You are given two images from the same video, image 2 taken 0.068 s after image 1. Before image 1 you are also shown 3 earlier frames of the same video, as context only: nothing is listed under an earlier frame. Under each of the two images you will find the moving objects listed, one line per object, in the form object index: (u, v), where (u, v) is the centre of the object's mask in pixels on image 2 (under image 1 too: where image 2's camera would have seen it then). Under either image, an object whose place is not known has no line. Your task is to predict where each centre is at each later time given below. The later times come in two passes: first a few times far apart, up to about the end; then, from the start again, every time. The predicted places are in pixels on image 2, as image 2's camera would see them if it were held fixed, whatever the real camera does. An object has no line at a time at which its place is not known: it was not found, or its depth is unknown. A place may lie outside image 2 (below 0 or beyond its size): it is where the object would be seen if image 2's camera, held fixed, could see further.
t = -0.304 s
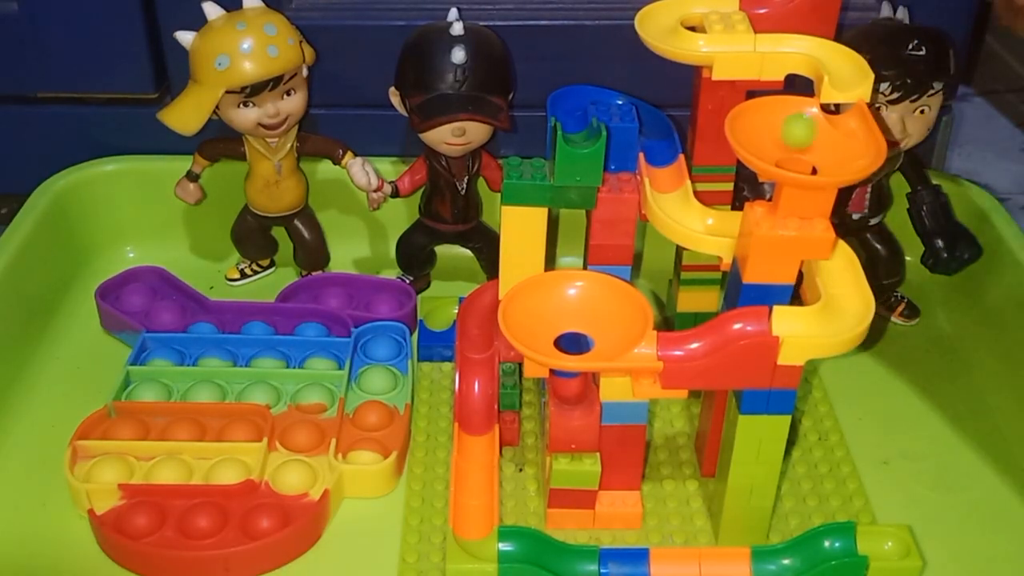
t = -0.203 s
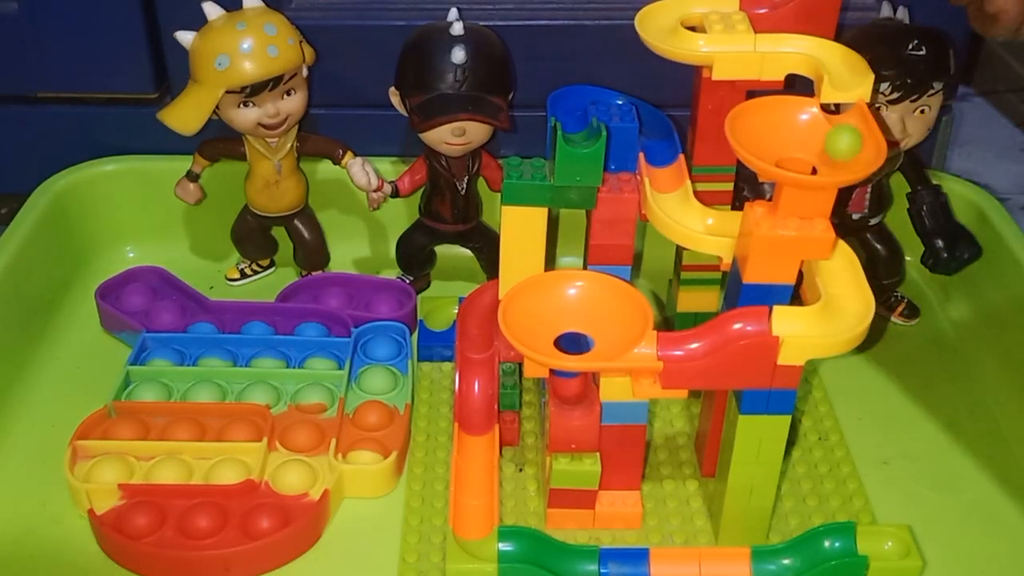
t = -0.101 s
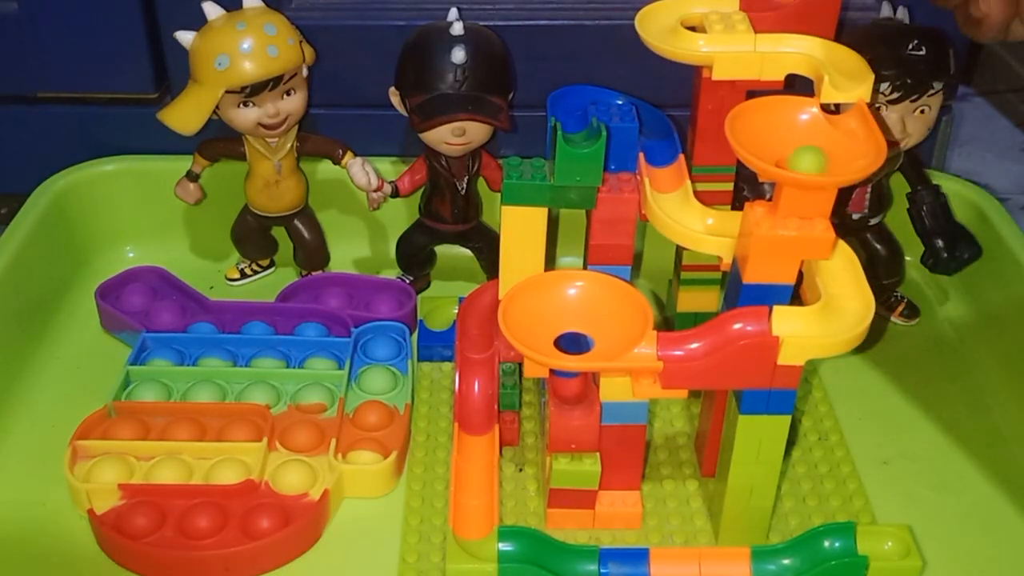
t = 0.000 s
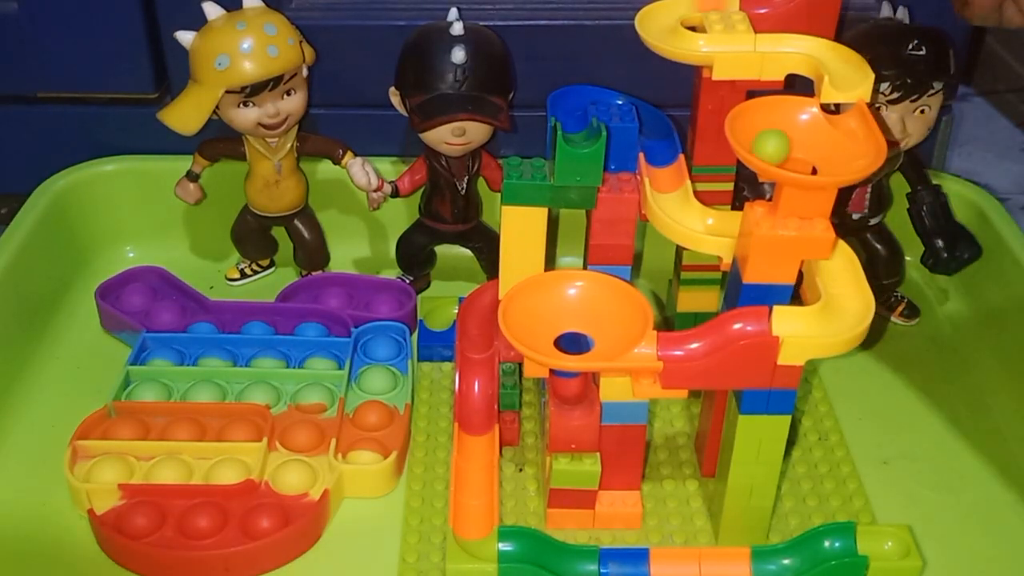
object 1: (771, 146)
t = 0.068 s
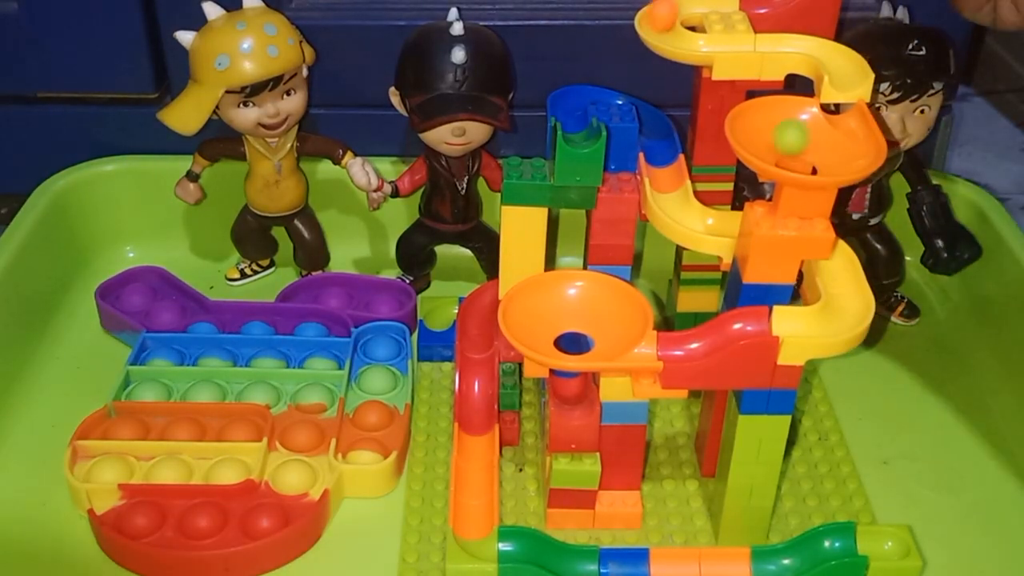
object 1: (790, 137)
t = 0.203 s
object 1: (842, 148)
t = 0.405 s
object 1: (772, 145)
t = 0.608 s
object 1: (814, 160)
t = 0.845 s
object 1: (785, 129)
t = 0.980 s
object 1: (840, 156)
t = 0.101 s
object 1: (810, 134)
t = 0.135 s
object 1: (828, 135)
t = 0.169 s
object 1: (840, 140)
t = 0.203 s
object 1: (842, 148)
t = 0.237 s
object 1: (835, 157)
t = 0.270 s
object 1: (820, 160)
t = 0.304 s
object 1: (800, 159)
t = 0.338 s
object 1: (785, 154)
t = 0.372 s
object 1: (774, 148)
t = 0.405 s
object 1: (772, 145)
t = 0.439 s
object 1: (780, 141)
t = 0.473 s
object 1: (795, 138)
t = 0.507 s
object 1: (815, 138)
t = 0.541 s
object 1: (823, 147)
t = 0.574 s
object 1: (822, 157)
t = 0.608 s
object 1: (814, 160)
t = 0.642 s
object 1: (801, 160)
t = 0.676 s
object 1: (787, 155)
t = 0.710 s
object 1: (777, 151)
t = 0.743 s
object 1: (771, 147)
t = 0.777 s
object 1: (770, 141)
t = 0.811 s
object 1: (773, 132)
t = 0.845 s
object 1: (785, 129)
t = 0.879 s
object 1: (803, 131)
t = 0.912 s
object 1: (822, 139)
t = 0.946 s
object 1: (835, 149)
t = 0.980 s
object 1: (840, 156)
